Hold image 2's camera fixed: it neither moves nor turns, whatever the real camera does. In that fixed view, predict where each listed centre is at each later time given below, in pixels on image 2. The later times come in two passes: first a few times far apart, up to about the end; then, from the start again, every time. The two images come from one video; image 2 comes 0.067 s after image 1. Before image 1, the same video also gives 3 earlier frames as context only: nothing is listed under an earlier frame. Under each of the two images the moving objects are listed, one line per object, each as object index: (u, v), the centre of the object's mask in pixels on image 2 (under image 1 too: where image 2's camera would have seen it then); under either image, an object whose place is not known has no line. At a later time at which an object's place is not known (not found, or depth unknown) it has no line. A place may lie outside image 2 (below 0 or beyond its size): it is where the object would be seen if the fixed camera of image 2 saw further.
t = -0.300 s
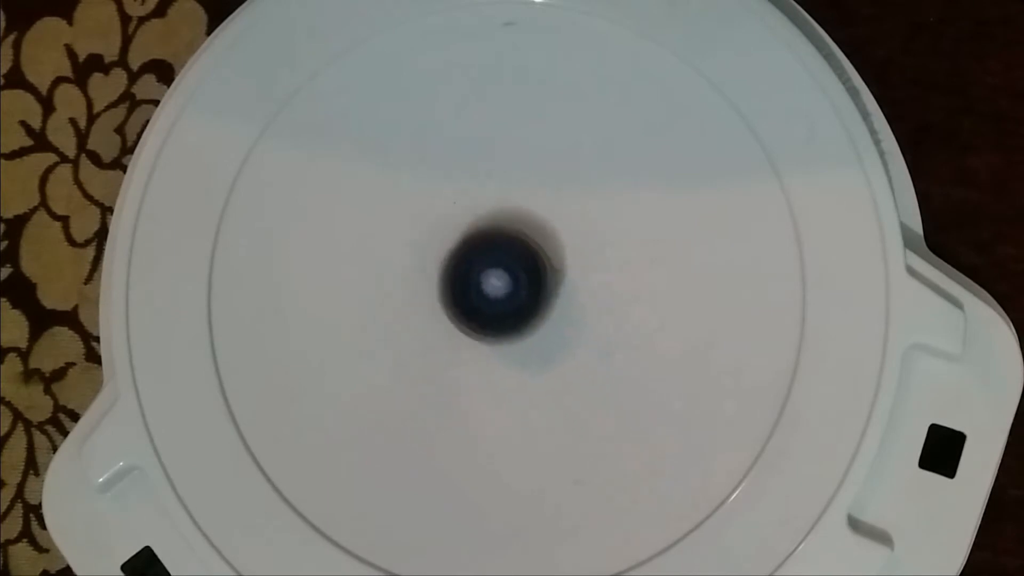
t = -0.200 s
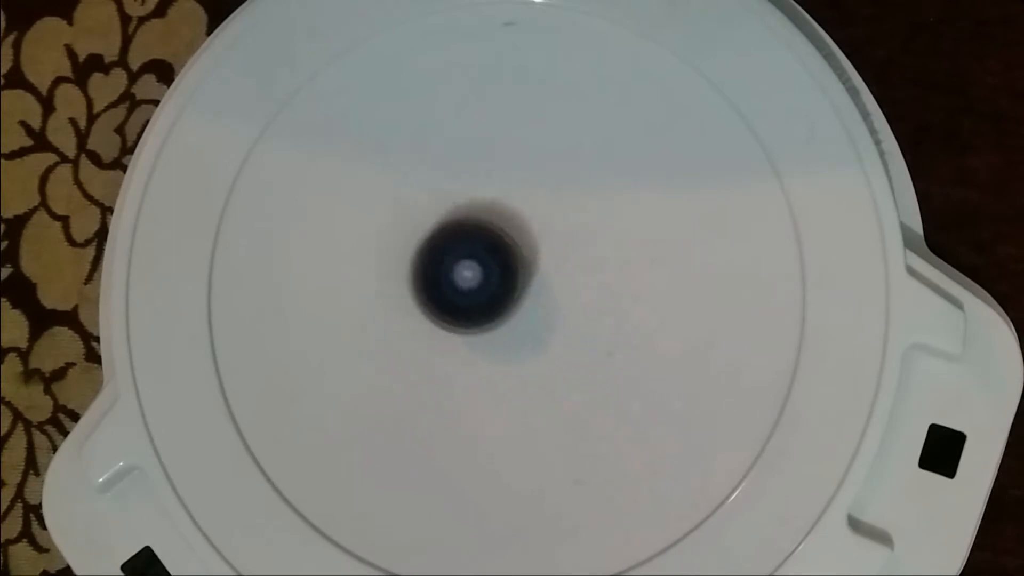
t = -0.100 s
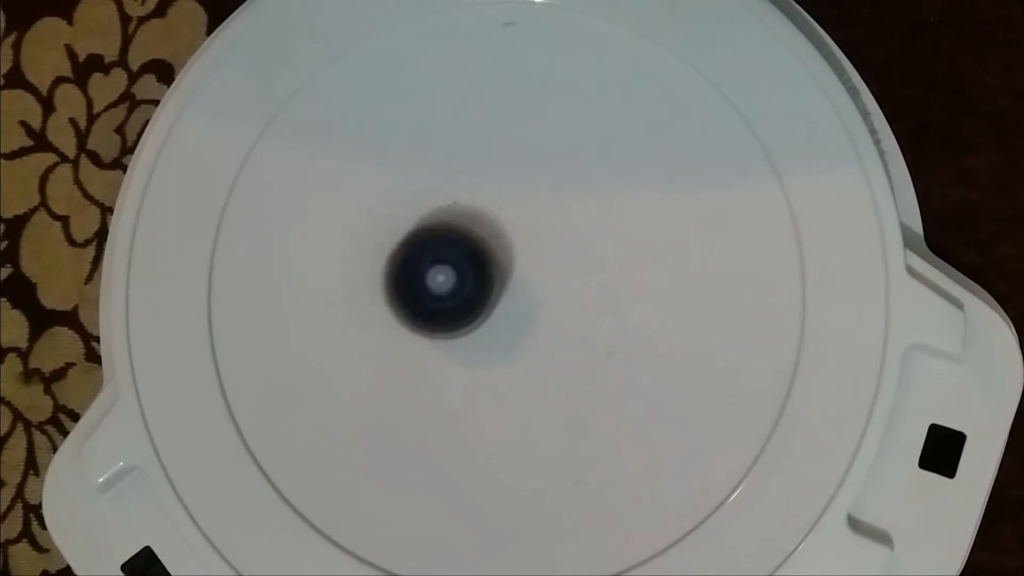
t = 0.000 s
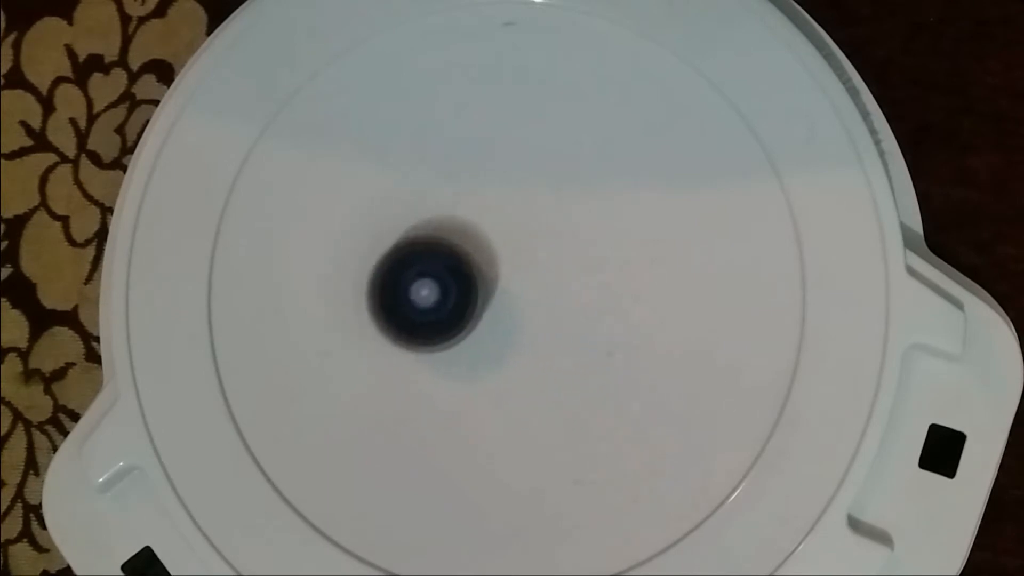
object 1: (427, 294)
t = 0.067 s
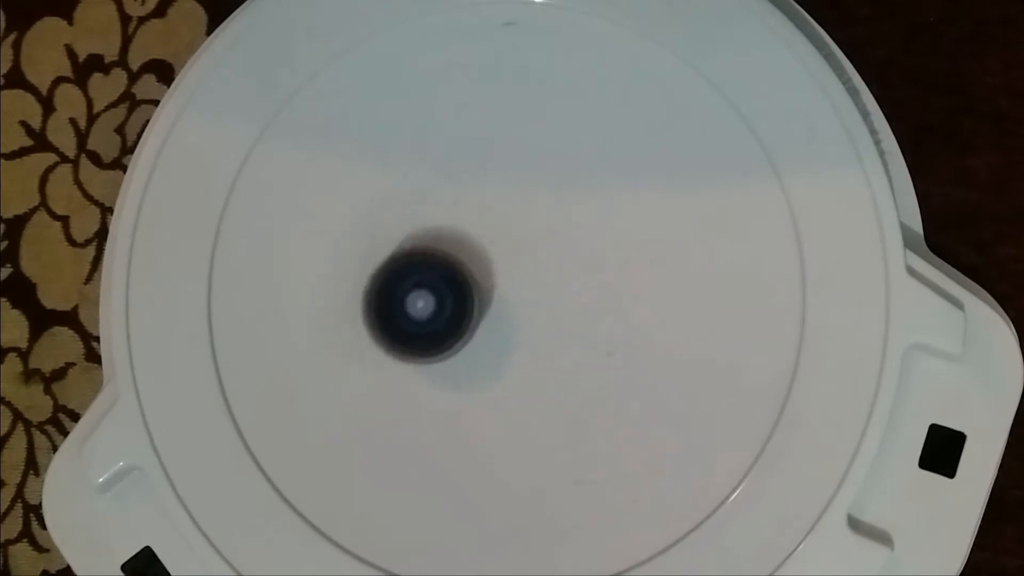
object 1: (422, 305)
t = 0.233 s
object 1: (440, 327)
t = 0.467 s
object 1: (488, 291)
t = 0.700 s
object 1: (480, 230)
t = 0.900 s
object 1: (449, 225)
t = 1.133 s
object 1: (455, 262)
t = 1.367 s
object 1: (513, 272)
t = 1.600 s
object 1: (542, 243)
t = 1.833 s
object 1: (525, 231)
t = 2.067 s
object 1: (504, 272)
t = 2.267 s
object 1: (521, 309)
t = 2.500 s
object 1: (545, 315)
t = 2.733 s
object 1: (533, 297)
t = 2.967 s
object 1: (490, 301)
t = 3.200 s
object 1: (469, 325)
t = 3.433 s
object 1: (477, 329)
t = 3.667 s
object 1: (479, 297)
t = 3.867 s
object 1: (461, 272)
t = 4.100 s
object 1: (443, 271)
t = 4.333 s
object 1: (469, 274)
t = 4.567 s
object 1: (492, 245)
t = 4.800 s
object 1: (485, 231)
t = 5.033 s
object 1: (491, 257)
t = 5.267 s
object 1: (526, 273)
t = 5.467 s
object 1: (542, 263)
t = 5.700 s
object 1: (521, 266)
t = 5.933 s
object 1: (507, 300)
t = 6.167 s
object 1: (516, 322)
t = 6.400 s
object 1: (515, 310)
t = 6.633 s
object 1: (482, 301)
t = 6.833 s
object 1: (463, 311)
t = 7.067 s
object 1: (471, 311)
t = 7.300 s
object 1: (470, 280)
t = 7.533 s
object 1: (454, 268)
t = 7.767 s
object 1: (468, 273)
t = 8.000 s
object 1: (492, 252)
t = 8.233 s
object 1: (489, 239)
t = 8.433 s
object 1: (492, 258)
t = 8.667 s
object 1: (521, 275)
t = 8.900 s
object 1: (534, 266)
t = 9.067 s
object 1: (520, 268)
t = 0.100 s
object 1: (422, 311)
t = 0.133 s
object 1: (424, 316)
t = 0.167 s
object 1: (428, 321)
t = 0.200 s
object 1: (433, 325)
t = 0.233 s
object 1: (440, 327)
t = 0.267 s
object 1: (447, 327)
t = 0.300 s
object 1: (456, 325)
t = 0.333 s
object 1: (464, 320)
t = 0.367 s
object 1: (471, 315)
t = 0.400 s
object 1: (478, 308)
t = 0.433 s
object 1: (483, 300)
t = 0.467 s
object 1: (488, 291)
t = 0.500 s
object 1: (491, 281)
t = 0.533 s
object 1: (492, 272)
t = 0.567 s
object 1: (492, 262)
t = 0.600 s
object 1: (491, 253)
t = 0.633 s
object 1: (489, 245)
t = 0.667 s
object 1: (485, 237)
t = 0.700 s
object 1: (480, 230)
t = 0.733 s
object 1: (475, 226)
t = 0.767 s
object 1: (469, 223)
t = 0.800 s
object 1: (463, 222)
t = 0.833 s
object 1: (458, 222)
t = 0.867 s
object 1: (453, 223)
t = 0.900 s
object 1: (449, 225)
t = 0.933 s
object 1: (445, 229)
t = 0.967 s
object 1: (443, 233)
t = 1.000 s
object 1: (442, 239)
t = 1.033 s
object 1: (443, 244)
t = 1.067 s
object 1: (446, 250)
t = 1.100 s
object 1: (450, 256)
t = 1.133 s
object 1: (455, 262)
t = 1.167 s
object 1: (461, 267)
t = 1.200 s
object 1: (469, 271)
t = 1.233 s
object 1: (477, 274)
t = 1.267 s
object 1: (487, 275)
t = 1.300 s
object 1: (496, 275)
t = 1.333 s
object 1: (505, 274)
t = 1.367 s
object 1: (513, 272)
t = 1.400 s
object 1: (520, 269)
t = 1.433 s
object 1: (527, 265)
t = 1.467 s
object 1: (533, 261)
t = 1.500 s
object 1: (537, 257)
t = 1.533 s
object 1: (540, 252)
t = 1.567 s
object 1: (542, 248)
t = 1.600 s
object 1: (542, 243)
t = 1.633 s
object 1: (542, 239)
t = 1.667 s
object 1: (541, 235)
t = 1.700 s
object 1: (539, 232)
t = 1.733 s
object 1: (537, 230)
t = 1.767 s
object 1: (533, 229)
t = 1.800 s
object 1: (529, 230)
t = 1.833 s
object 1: (525, 231)
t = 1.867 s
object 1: (519, 234)
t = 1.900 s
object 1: (515, 238)
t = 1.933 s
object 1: (511, 244)
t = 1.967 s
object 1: (507, 250)
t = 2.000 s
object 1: (505, 257)
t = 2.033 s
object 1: (504, 265)
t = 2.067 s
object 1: (504, 272)
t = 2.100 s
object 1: (505, 279)
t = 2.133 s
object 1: (507, 286)
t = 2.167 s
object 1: (510, 294)
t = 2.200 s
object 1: (514, 300)
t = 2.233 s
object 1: (518, 305)
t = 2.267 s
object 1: (521, 309)
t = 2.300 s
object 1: (526, 312)
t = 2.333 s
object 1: (530, 314)
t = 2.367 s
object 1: (534, 316)
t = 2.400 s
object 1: (538, 317)
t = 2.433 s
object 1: (541, 317)
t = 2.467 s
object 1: (543, 317)
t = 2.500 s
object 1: (545, 315)
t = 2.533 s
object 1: (546, 314)
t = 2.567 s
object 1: (547, 311)
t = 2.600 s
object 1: (546, 308)
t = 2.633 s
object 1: (544, 305)
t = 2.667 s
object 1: (542, 302)
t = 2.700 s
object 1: (537, 299)
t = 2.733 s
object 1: (533, 297)
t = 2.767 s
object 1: (526, 296)
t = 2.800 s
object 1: (520, 294)
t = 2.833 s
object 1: (514, 294)
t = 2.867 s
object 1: (508, 295)
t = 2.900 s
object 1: (501, 296)
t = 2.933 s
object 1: (495, 299)
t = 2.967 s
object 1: (490, 301)
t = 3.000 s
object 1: (484, 304)
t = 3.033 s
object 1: (480, 308)
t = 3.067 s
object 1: (476, 312)
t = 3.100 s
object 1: (473, 316)
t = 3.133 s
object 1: (471, 319)
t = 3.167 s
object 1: (469, 322)
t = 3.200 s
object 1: (469, 325)
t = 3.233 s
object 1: (468, 328)
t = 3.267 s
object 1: (468, 330)
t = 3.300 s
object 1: (469, 331)
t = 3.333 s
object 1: (471, 332)
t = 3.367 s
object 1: (472, 332)
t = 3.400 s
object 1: (474, 332)
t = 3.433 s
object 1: (477, 329)
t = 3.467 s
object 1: (479, 327)
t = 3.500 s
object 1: (481, 323)
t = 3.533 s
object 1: (482, 318)
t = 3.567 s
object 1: (482, 313)
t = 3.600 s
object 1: (482, 308)
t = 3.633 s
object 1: (481, 303)
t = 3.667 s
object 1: (479, 297)
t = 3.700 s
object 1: (477, 292)
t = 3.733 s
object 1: (474, 286)
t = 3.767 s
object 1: (471, 282)
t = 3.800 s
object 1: (468, 278)
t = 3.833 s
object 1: (465, 274)
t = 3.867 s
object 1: (461, 272)
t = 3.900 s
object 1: (458, 270)
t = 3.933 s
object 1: (454, 269)
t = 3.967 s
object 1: (451, 269)
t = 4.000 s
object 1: (448, 269)
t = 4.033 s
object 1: (446, 269)
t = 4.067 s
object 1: (444, 270)
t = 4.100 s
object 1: (443, 271)
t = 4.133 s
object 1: (444, 274)
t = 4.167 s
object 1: (446, 275)
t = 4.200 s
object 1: (450, 277)
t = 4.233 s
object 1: (454, 277)
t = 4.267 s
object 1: (459, 277)
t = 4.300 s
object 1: (464, 276)
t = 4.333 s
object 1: (469, 274)
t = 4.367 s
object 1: (474, 271)
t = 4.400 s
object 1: (479, 268)
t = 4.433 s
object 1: (483, 264)
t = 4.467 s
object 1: (487, 259)
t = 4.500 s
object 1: (489, 255)
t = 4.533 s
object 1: (491, 250)
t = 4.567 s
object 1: (492, 245)
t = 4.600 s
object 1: (493, 242)
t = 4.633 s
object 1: (493, 238)
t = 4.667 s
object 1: (492, 235)
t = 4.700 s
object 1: (491, 233)
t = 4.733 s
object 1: (489, 231)
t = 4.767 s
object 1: (487, 231)
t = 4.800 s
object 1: (485, 231)
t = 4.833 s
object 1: (483, 233)
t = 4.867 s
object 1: (483, 236)
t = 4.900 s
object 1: (482, 240)
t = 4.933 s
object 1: (483, 244)
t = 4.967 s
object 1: (484, 248)
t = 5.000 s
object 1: (487, 253)
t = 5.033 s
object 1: (491, 257)
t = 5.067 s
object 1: (495, 261)
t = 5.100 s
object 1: (500, 265)
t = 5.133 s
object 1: (505, 268)
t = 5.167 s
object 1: (510, 270)
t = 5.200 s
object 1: (516, 272)
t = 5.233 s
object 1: (521, 272)
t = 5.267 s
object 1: (526, 273)
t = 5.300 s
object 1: (531, 272)
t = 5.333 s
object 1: (535, 271)
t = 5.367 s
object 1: (538, 269)
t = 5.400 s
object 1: (541, 268)
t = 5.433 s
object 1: (542, 266)
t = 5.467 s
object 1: (542, 263)
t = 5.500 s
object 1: (542, 261)
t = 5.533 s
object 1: (540, 260)
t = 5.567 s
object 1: (537, 259)
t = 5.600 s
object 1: (533, 259)
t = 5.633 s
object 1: (529, 260)
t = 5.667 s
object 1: (525, 263)
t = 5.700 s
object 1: (521, 266)
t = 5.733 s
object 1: (517, 270)
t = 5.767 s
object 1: (514, 275)
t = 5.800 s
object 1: (512, 280)
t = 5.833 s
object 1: (510, 285)
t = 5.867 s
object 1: (509, 290)
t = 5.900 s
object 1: (508, 295)
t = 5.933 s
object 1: (507, 300)
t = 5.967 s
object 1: (508, 305)
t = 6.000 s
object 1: (509, 309)
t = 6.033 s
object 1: (509, 313)
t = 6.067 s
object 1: (511, 317)
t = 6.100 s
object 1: (513, 319)
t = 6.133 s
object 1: (515, 321)
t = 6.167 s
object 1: (516, 322)
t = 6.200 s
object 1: (518, 322)
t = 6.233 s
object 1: (520, 322)
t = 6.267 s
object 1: (520, 321)
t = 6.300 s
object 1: (521, 319)
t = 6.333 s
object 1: (519, 316)
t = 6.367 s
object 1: (518, 313)
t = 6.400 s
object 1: (515, 310)
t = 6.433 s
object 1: (512, 308)
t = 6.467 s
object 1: (507, 305)
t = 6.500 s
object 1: (503, 303)
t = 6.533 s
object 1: (498, 302)
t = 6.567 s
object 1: (493, 300)
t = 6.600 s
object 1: (488, 300)
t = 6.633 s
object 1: (482, 301)
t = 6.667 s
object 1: (477, 302)
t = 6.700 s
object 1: (473, 304)
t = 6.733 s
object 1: (470, 305)
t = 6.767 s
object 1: (467, 307)
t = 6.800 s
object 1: (465, 309)
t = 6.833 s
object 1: (463, 311)
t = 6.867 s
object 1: (463, 313)
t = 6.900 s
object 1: (463, 315)
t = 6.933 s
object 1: (463, 316)
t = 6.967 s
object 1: (465, 317)
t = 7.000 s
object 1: (467, 316)
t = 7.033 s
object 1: (469, 314)
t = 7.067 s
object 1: (471, 311)
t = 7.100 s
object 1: (472, 307)
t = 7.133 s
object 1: (473, 302)
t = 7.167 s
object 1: (473, 298)
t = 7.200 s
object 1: (472, 293)
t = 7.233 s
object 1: (472, 289)
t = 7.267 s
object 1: (471, 284)
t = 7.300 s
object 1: (470, 280)
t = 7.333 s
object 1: (467, 276)
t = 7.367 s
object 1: (465, 273)
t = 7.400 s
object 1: (463, 270)
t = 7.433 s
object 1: (460, 269)
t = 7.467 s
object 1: (458, 268)
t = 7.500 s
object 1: (456, 268)
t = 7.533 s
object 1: (454, 268)
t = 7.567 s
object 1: (454, 269)
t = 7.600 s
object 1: (453, 270)
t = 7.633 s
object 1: (454, 271)
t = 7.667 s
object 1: (456, 273)
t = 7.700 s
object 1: (460, 274)
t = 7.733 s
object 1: (464, 274)
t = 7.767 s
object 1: (468, 273)
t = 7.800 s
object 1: (473, 272)
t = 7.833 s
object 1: (477, 269)
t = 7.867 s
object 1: (481, 266)
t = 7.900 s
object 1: (485, 263)
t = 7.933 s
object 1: (488, 259)
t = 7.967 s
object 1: (491, 255)
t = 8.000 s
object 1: (492, 252)
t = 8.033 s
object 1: (494, 248)
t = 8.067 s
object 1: (494, 245)
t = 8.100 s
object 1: (493, 243)
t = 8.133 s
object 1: (493, 241)
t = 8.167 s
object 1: (492, 240)
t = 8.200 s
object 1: (491, 239)
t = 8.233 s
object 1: (489, 239)
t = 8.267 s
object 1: (488, 241)
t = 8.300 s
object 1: (488, 243)
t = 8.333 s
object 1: (488, 246)
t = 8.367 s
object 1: (488, 250)
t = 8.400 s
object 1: (490, 254)
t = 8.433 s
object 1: (492, 258)
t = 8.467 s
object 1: (495, 262)
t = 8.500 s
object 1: (498, 265)
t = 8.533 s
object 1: (503, 268)
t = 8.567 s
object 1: (507, 271)
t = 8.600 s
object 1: (512, 273)
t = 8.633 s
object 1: (517, 274)
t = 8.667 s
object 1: (521, 275)
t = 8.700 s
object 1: (525, 275)
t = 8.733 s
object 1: (529, 274)
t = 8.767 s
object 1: (532, 273)
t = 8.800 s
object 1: (534, 271)
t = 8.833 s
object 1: (535, 269)
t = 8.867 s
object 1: (535, 267)
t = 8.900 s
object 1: (534, 266)
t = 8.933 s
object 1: (533, 265)
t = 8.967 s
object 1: (530, 264)
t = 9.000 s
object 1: (527, 265)
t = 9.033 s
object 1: (524, 266)
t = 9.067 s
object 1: (520, 268)
